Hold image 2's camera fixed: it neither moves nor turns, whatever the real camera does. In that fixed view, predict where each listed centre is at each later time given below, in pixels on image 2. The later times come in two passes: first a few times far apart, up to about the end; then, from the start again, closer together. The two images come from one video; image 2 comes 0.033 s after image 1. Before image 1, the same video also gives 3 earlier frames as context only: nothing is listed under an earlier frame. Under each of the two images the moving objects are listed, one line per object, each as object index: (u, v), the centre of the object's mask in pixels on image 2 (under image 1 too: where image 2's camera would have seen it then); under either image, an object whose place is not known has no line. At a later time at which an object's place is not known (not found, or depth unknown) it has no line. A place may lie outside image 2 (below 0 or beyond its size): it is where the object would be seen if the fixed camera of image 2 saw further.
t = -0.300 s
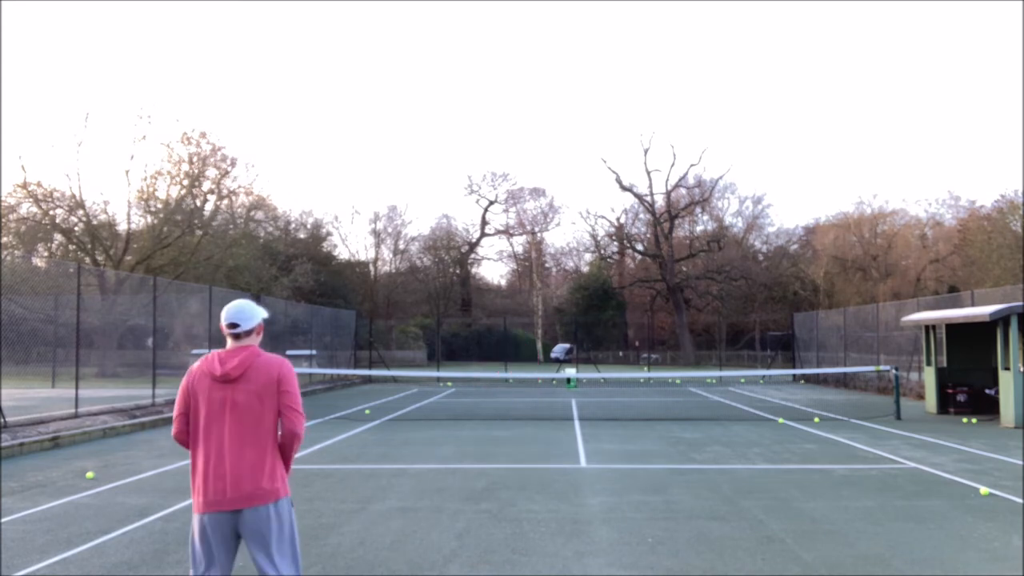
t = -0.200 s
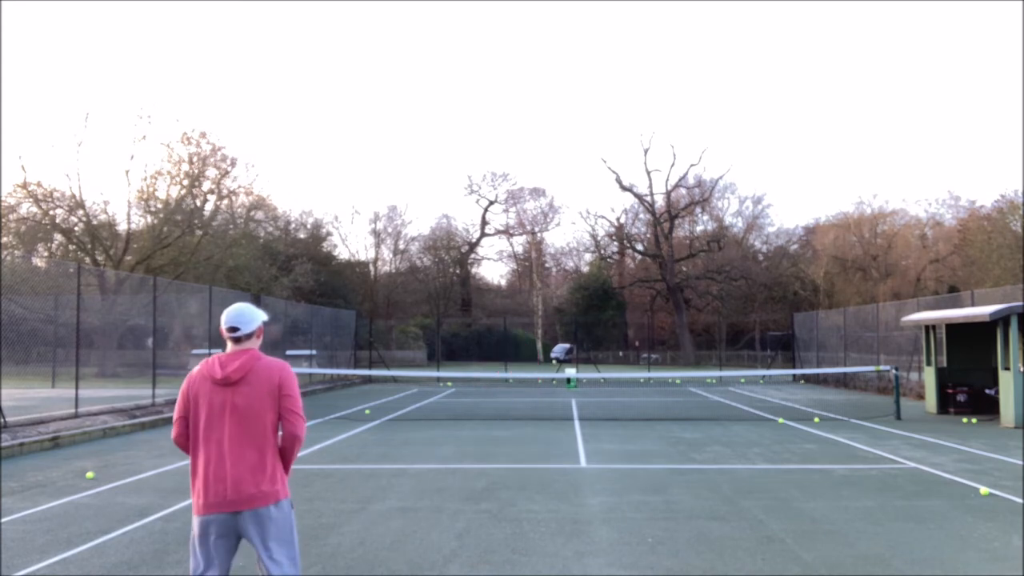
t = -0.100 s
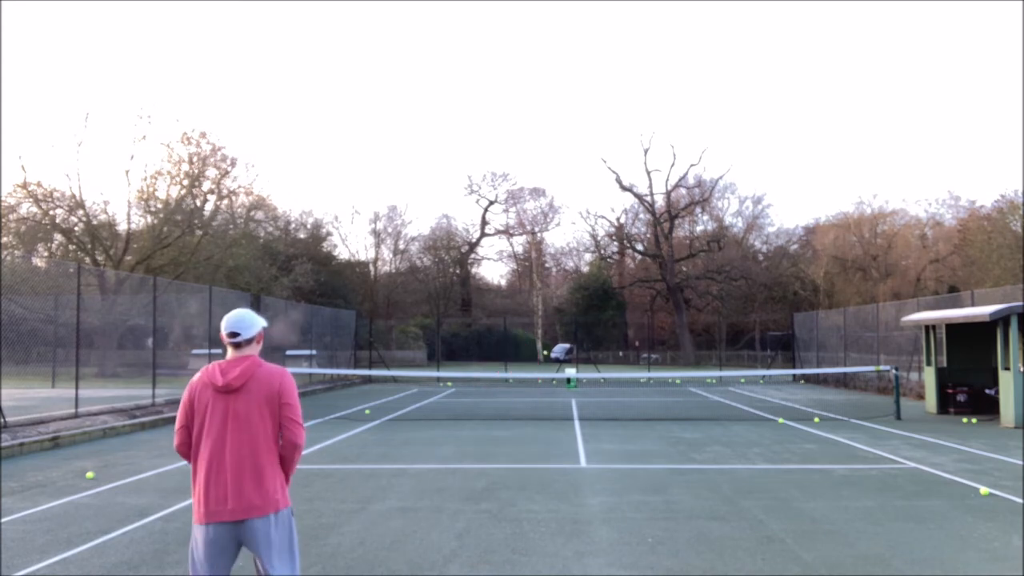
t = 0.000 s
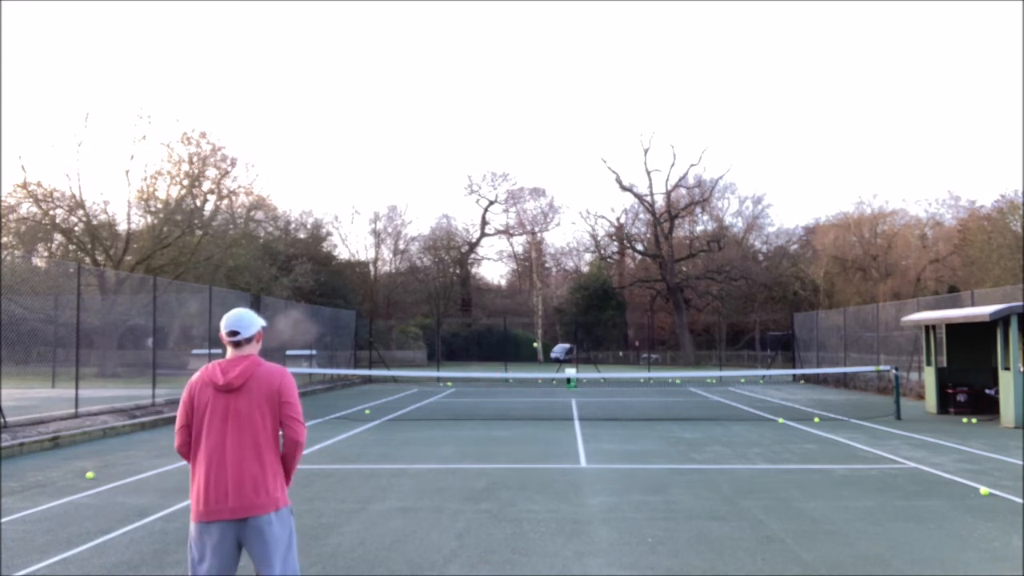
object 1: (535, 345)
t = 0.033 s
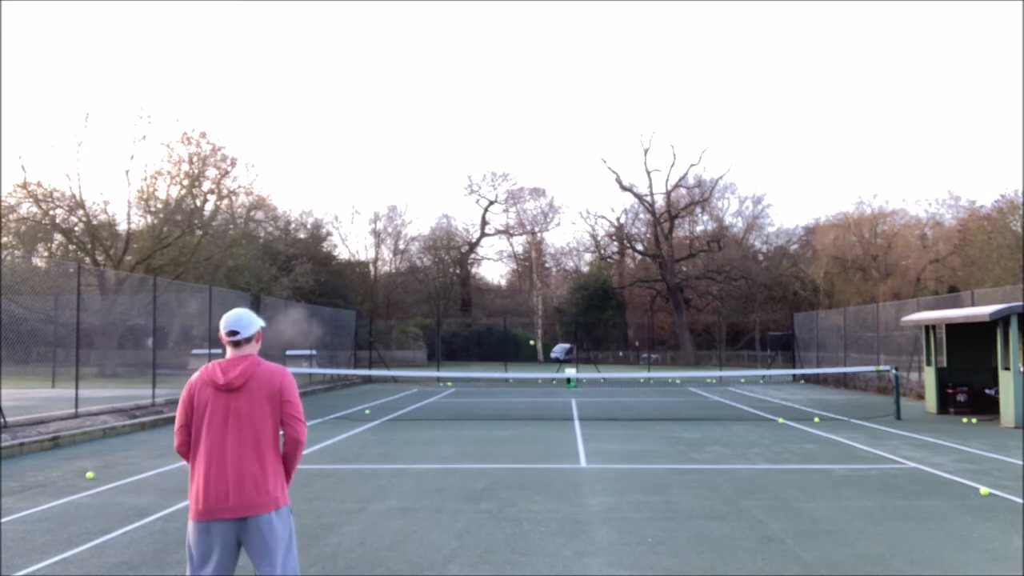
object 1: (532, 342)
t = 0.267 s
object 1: (502, 334)
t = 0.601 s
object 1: (439, 359)
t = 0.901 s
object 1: (336, 467)
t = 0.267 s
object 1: (502, 334)
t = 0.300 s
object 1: (497, 334)
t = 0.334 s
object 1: (492, 334)
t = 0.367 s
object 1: (487, 335)
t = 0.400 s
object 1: (481, 337)
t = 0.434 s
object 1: (475, 339)
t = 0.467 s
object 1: (469, 341)
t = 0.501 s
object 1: (462, 345)
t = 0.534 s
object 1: (455, 348)
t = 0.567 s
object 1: (448, 353)
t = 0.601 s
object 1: (439, 359)
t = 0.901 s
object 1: (336, 467)
